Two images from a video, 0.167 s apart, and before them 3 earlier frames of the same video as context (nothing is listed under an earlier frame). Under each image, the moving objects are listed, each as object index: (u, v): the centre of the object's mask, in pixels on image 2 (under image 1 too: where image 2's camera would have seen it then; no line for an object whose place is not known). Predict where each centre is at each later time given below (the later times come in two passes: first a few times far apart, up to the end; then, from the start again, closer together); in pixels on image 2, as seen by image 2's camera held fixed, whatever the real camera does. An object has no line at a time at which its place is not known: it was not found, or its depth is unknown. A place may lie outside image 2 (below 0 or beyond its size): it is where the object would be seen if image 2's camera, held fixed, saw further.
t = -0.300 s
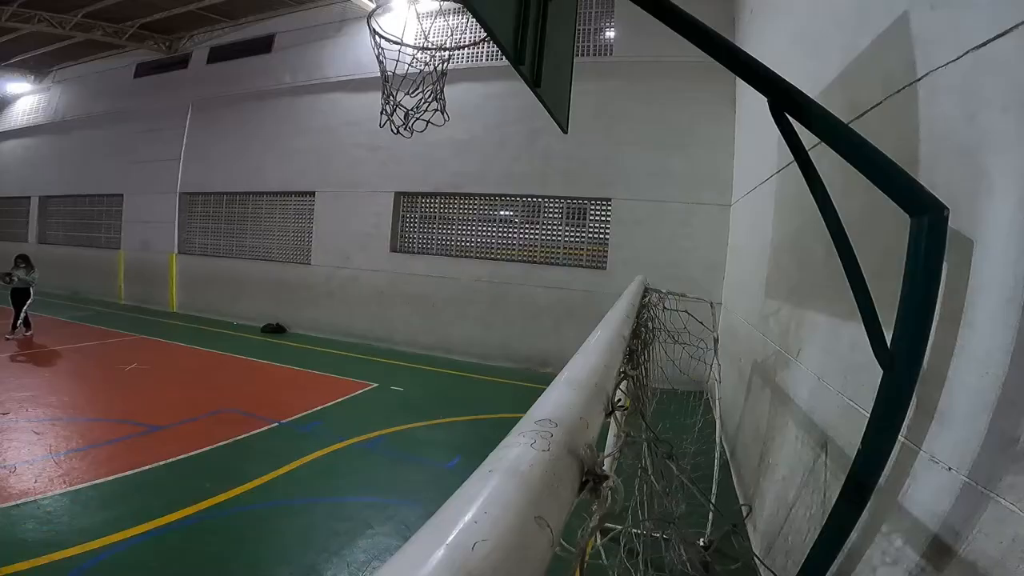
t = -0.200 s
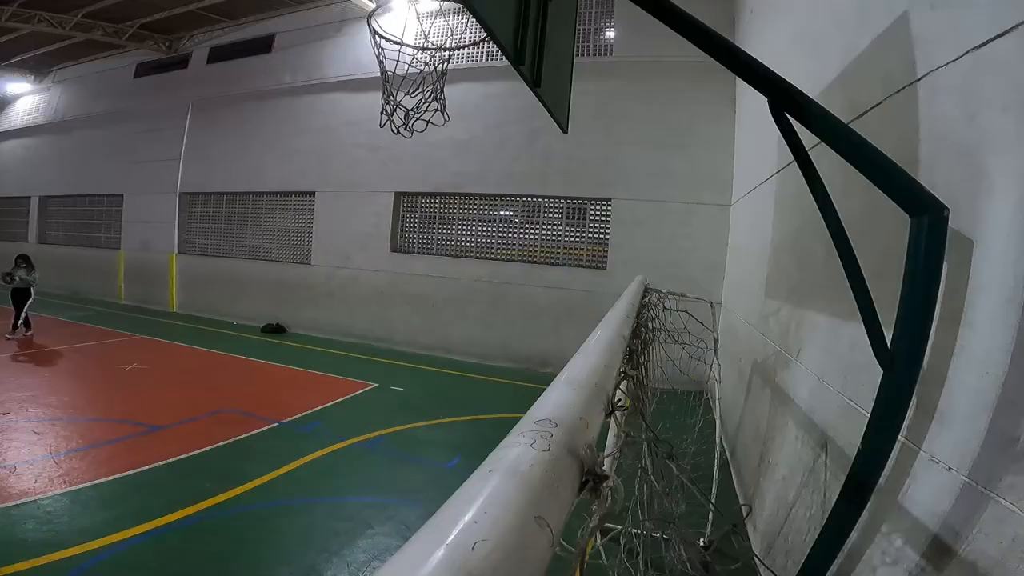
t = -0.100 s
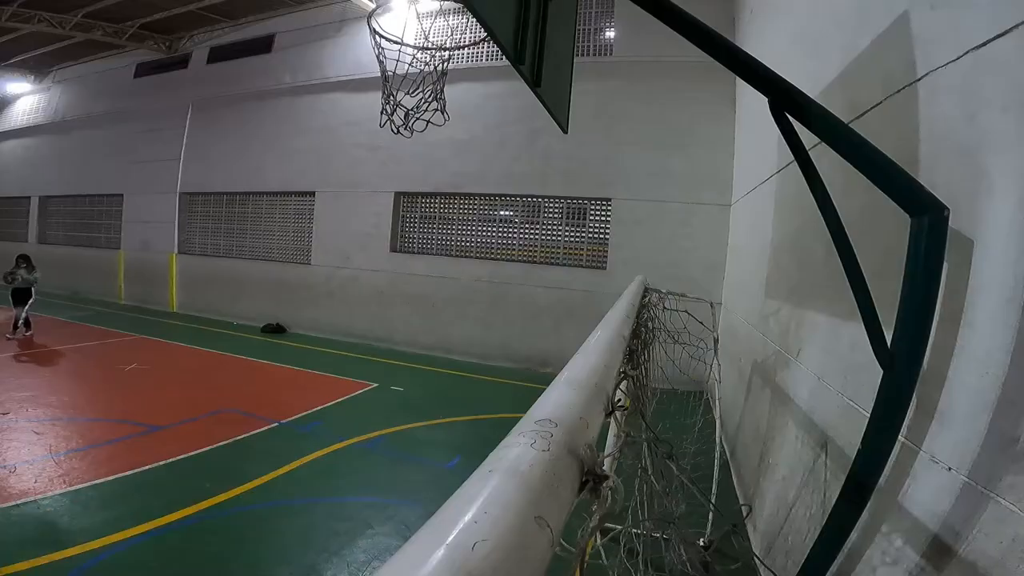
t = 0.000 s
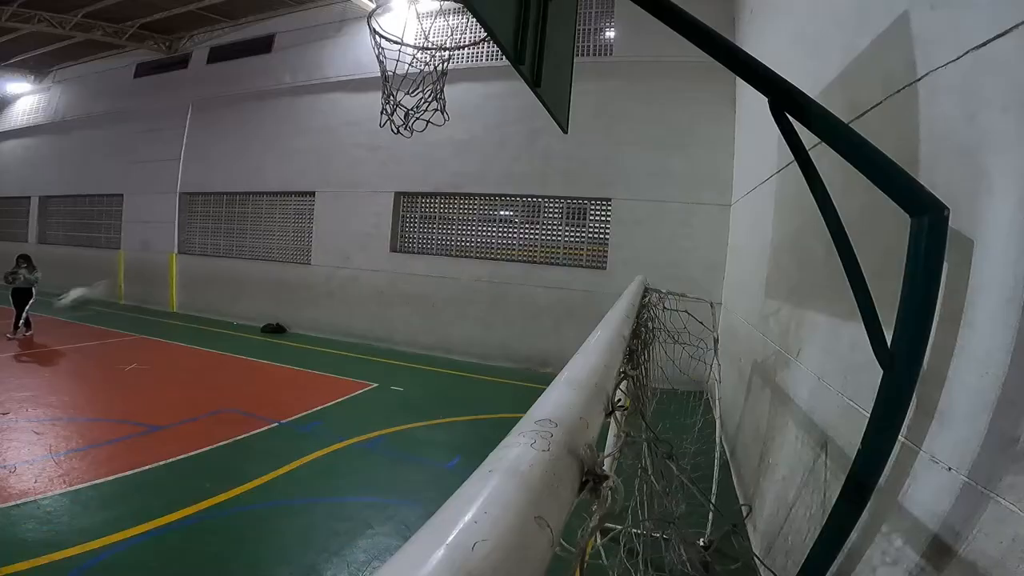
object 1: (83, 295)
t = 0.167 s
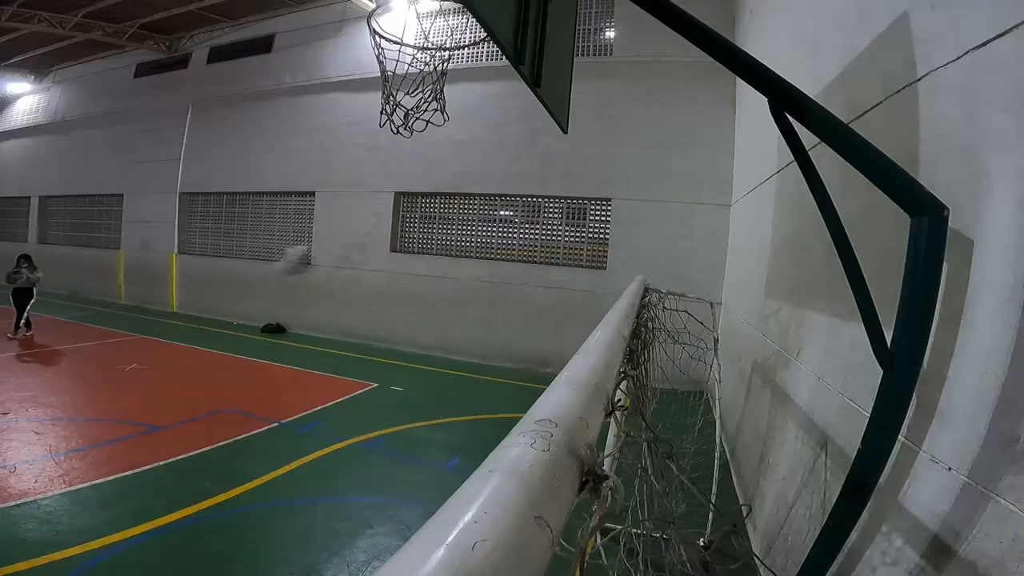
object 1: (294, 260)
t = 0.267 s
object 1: (463, 243)
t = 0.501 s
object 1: (734, 268)
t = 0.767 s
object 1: (761, 281)
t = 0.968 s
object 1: (659, 311)
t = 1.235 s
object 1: (722, 353)
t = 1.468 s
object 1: (764, 429)
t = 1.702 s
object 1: (755, 555)
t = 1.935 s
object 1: (735, 548)
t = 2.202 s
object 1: (716, 536)
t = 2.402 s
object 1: (679, 569)
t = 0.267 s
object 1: (463, 243)
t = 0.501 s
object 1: (734, 268)
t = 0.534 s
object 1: (675, 277)
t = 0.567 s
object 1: (675, 278)
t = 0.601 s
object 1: (714, 278)
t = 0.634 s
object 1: (751, 278)
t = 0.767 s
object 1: (761, 281)
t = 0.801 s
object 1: (727, 285)
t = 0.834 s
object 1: (700, 287)
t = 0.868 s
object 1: (675, 292)
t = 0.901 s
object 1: (661, 298)
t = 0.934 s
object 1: (658, 303)
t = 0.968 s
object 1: (659, 311)
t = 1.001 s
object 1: (665, 323)
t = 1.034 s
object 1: (674, 331)
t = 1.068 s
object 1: (680, 336)
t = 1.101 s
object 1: (686, 340)
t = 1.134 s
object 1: (698, 343)
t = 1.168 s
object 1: (707, 347)
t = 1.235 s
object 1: (722, 353)
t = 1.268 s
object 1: (729, 358)
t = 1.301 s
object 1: (735, 366)
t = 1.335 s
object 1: (738, 377)
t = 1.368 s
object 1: (745, 389)
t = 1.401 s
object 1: (752, 401)
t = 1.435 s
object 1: (759, 413)
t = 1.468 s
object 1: (764, 429)
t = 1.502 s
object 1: (768, 444)
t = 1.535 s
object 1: (772, 462)
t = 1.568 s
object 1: (774, 480)
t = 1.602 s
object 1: (772, 499)
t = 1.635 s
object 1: (776, 520)
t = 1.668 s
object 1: (773, 539)
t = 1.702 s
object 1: (755, 555)
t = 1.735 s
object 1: (749, 565)
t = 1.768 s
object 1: (740, 571)
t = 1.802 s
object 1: (731, 570)
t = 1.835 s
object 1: (736, 564)
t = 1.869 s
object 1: (739, 560)
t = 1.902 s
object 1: (737, 556)
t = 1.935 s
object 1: (735, 548)
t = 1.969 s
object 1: (734, 541)
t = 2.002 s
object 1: (732, 536)
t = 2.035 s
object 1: (728, 533)
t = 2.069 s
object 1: (726, 532)
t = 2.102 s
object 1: (723, 533)
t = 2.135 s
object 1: (722, 532)
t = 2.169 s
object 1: (720, 532)
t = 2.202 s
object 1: (716, 536)
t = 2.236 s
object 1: (713, 540)
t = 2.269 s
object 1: (707, 545)
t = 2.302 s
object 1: (698, 554)
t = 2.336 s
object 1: (691, 559)
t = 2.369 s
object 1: (683, 565)
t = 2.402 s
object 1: (679, 569)
